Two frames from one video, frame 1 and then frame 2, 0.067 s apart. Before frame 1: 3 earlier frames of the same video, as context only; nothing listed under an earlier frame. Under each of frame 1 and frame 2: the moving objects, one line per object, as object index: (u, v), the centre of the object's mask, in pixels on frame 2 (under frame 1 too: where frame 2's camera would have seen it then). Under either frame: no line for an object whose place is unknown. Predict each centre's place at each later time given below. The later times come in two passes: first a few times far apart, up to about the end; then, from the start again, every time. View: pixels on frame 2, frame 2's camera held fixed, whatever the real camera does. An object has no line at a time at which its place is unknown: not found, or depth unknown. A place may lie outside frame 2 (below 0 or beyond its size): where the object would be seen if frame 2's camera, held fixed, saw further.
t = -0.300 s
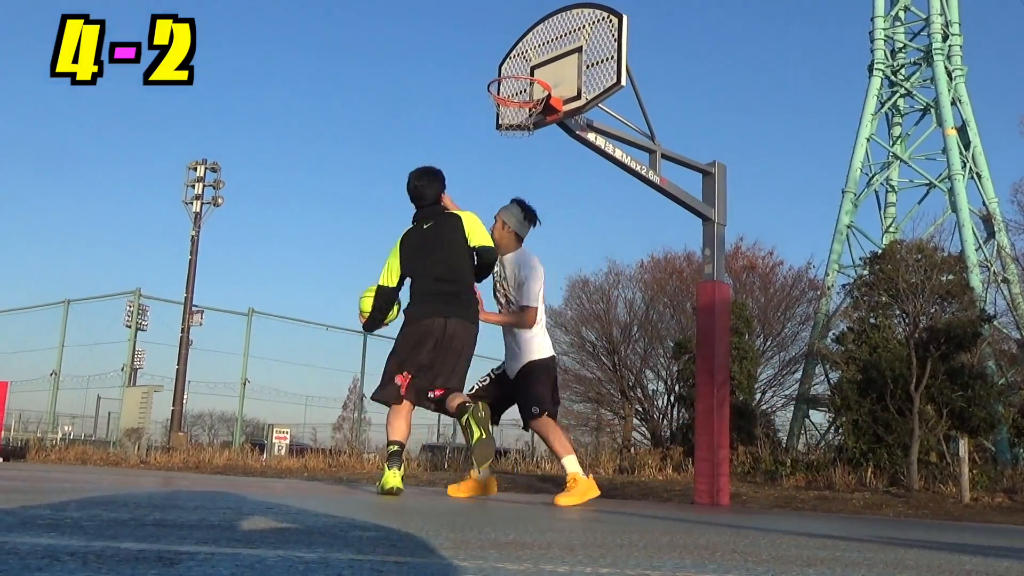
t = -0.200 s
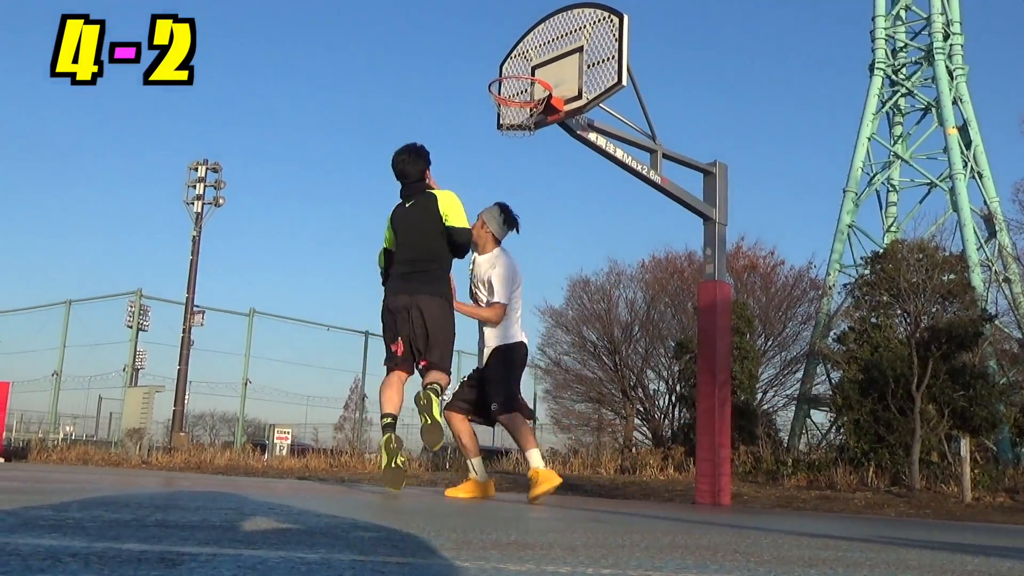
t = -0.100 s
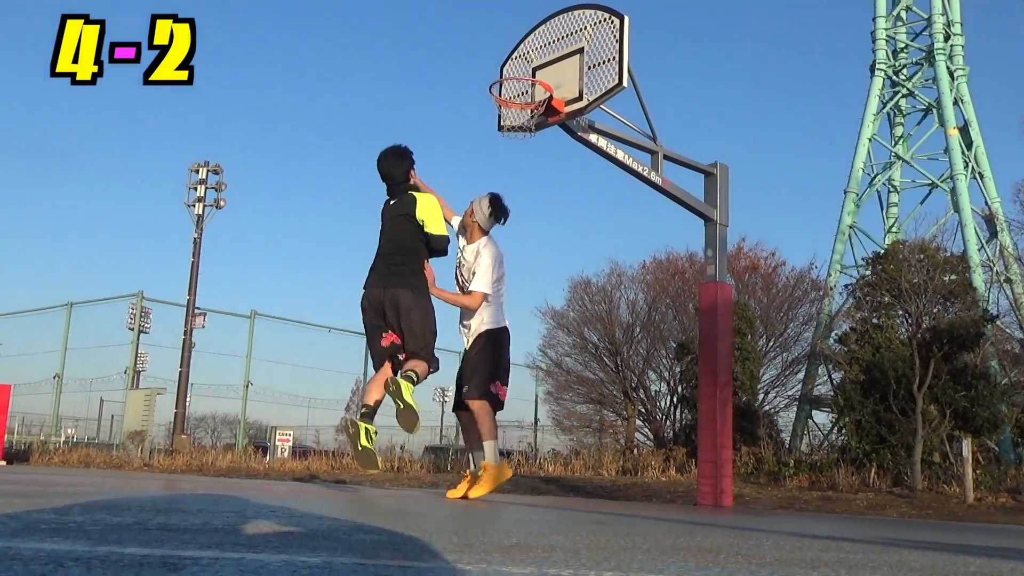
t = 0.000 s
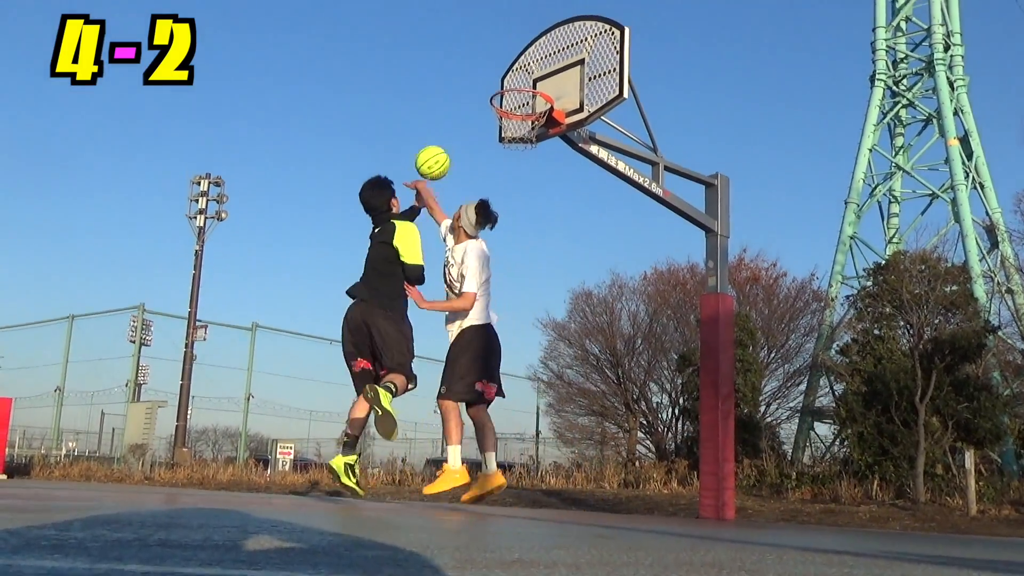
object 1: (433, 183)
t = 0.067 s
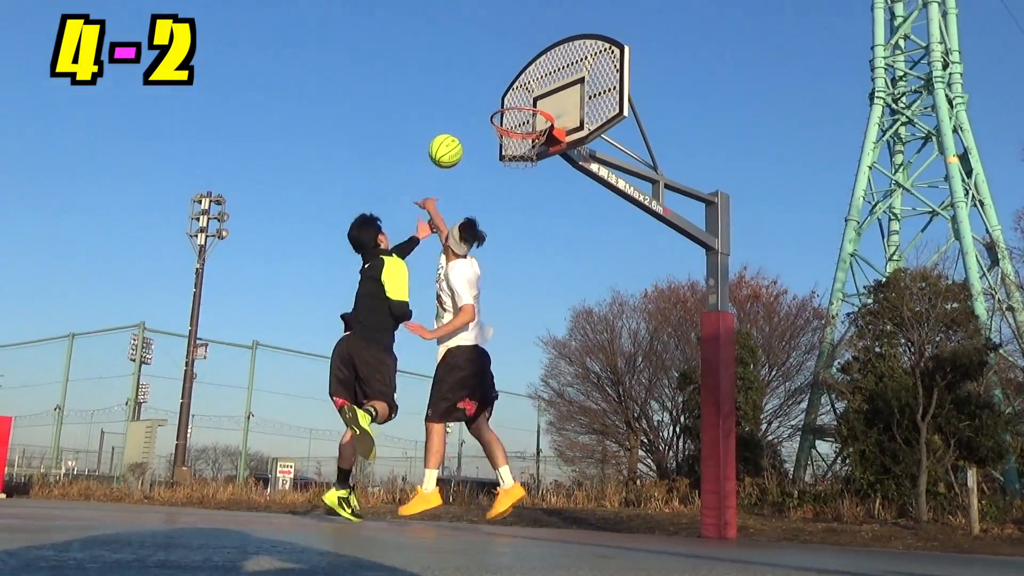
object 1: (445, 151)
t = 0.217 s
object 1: (470, 109)
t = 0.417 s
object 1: (500, 98)
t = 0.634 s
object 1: (527, 110)
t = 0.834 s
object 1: (551, 108)
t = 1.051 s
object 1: (562, 114)
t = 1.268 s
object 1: (570, 119)
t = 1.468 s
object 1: (577, 162)
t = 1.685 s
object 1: (582, 267)
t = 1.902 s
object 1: (584, 444)
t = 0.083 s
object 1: (448, 145)
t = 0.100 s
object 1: (451, 140)
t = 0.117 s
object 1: (454, 134)
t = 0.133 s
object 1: (457, 129)
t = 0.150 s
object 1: (460, 124)
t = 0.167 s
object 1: (463, 120)
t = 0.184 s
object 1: (466, 116)
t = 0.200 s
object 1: (468, 112)
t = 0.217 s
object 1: (470, 109)
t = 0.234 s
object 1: (473, 107)
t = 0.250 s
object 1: (476, 104)
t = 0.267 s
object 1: (478, 102)
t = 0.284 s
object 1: (481, 101)
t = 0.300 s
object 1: (483, 99)
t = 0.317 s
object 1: (486, 98)
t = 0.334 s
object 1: (488, 97)
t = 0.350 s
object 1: (490, 97)
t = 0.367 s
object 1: (493, 97)
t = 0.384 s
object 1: (495, 97)
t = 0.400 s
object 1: (497, 97)
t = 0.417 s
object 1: (500, 98)
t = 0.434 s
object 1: (502, 99)
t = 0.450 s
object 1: (503, 100)
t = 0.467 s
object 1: (506, 103)
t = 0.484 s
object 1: (508, 106)
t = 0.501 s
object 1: (510, 108)
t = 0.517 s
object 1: (512, 111)
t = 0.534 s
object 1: (515, 115)
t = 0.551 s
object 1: (516, 119)
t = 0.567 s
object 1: (518, 119)
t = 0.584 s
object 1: (521, 116)
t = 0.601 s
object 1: (522, 114)
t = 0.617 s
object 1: (524, 111)
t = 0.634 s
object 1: (527, 110)
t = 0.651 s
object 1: (528, 109)
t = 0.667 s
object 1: (531, 108)
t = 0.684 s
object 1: (533, 108)
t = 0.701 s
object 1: (535, 107)
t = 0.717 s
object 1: (537, 107)
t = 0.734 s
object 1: (539, 108)
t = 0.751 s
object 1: (541, 107)
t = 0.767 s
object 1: (544, 108)
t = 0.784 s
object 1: (546, 108)
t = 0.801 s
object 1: (548, 110)
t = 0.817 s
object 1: (550, 109)
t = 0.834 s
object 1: (551, 108)
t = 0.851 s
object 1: (552, 107)
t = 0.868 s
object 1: (553, 106)
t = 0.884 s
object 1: (553, 106)
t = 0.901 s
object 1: (554, 106)
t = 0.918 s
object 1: (555, 106)
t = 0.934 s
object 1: (556, 106)
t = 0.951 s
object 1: (557, 106)
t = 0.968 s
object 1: (558, 107)
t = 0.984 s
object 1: (558, 107)
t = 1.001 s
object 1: (559, 108)
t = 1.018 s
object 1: (560, 109)
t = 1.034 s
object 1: (561, 111)
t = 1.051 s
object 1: (562, 114)
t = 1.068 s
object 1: (563, 114)
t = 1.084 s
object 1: (563, 114)
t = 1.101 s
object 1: (564, 114)
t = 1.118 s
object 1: (564, 114)
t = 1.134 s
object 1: (564, 114)
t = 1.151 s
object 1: (565, 114)
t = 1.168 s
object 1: (566, 114)
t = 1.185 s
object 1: (567, 114)
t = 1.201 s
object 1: (568, 115)
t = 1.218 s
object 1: (568, 116)
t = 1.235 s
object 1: (569, 117)
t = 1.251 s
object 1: (570, 118)
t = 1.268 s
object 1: (570, 119)
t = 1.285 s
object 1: (571, 122)
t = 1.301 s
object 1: (572, 125)
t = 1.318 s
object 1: (573, 126)
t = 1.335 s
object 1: (574, 128)
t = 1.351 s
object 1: (574, 132)
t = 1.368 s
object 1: (574, 135)
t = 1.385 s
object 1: (576, 139)
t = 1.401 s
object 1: (576, 143)
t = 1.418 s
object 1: (576, 147)
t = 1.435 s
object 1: (577, 151)
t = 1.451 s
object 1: (577, 157)
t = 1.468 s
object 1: (577, 162)
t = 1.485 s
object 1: (577, 168)
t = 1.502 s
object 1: (578, 174)
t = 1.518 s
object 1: (578, 181)
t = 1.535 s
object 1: (579, 188)
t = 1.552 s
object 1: (579, 195)
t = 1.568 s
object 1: (579, 202)
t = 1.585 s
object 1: (580, 211)
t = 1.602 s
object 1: (580, 219)
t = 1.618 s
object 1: (580, 228)
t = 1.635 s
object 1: (581, 237)
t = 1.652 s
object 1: (581, 246)
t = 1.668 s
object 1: (581, 256)
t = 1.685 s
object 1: (582, 267)
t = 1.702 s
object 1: (582, 277)
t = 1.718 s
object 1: (582, 289)
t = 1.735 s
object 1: (582, 300)
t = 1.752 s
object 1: (583, 312)
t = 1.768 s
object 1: (583, 325)
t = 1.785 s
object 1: (583, 338)
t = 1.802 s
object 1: (583, 352)
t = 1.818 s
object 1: (584, 366)
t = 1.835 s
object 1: (584, 381)
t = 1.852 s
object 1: (584, 396)
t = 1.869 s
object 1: (584, 412)
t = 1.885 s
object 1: (584, 428)
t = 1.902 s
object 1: (584, 444)
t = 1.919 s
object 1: (585, 461)
